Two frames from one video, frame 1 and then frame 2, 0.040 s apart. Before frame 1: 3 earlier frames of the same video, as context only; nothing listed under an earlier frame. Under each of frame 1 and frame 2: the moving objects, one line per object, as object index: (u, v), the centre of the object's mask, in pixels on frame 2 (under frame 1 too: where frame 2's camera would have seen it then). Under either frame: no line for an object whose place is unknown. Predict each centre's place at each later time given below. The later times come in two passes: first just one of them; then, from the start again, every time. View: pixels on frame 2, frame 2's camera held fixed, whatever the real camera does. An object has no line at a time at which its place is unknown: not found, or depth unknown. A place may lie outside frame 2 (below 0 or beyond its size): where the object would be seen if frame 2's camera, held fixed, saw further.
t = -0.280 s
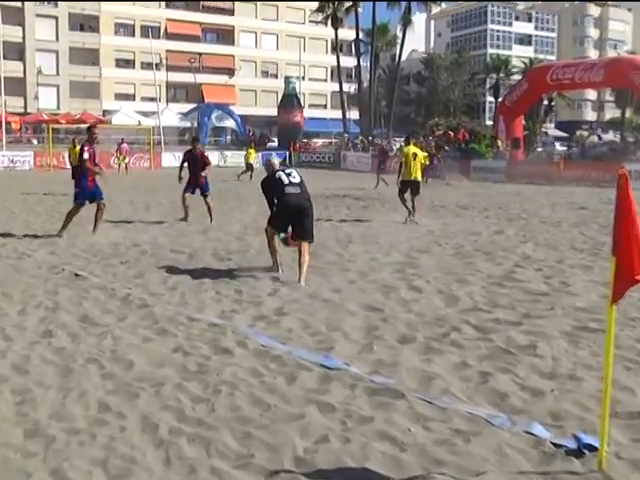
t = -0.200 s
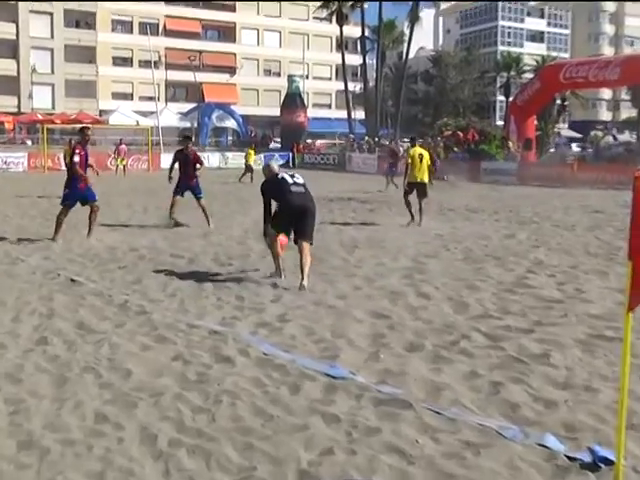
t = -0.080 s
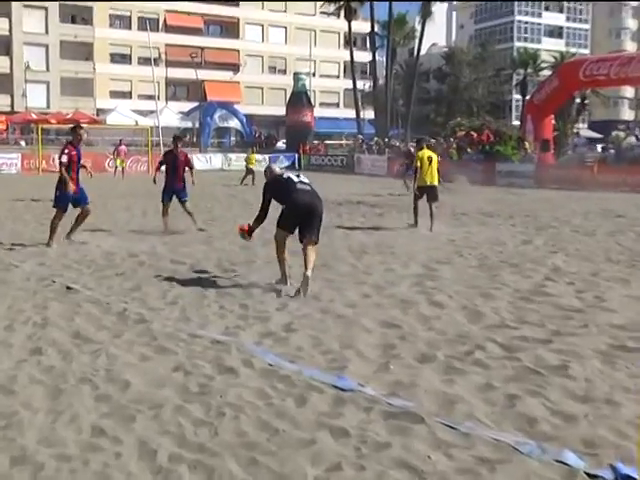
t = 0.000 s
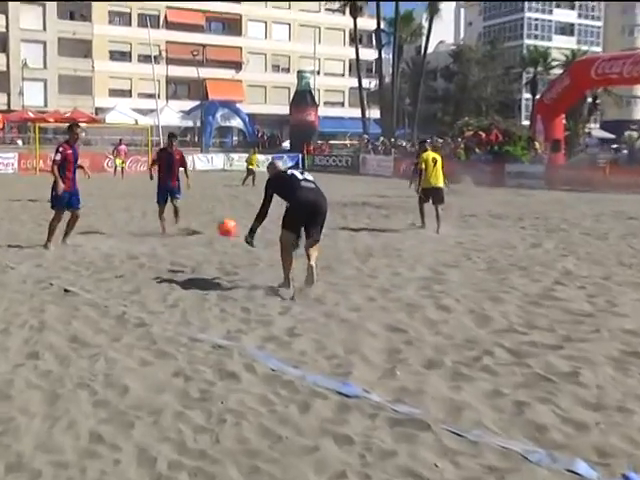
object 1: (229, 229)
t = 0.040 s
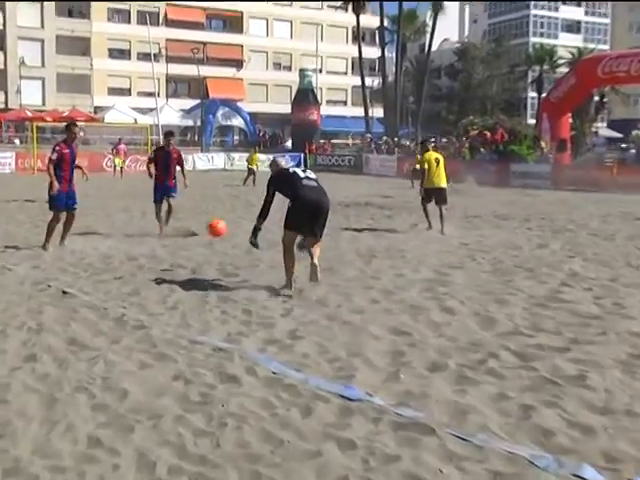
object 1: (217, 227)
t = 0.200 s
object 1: (169, 235)
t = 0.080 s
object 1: (204, 228)
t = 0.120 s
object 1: (192, 230)
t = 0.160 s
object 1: (181, 231)
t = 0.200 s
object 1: (169, 235)
